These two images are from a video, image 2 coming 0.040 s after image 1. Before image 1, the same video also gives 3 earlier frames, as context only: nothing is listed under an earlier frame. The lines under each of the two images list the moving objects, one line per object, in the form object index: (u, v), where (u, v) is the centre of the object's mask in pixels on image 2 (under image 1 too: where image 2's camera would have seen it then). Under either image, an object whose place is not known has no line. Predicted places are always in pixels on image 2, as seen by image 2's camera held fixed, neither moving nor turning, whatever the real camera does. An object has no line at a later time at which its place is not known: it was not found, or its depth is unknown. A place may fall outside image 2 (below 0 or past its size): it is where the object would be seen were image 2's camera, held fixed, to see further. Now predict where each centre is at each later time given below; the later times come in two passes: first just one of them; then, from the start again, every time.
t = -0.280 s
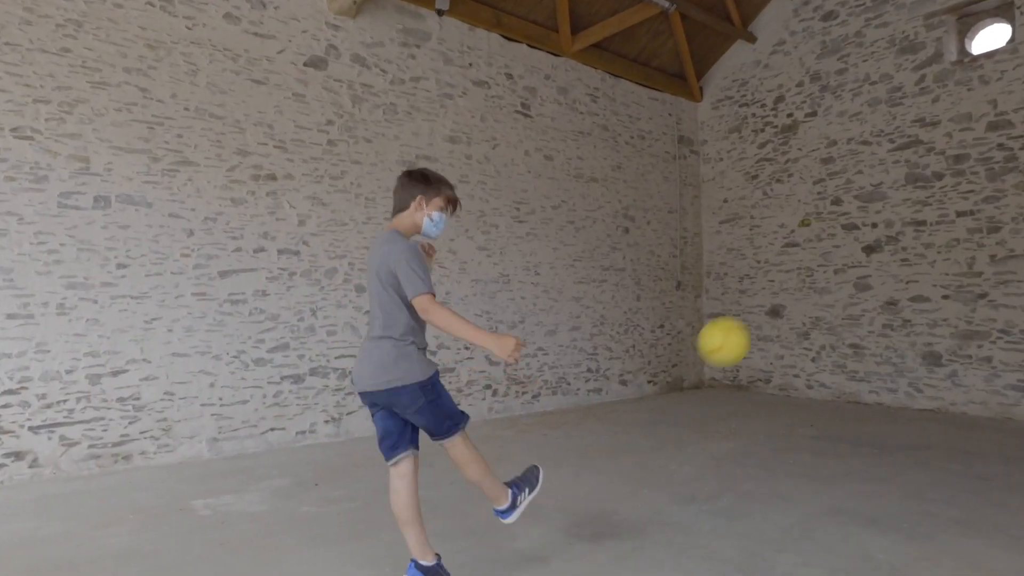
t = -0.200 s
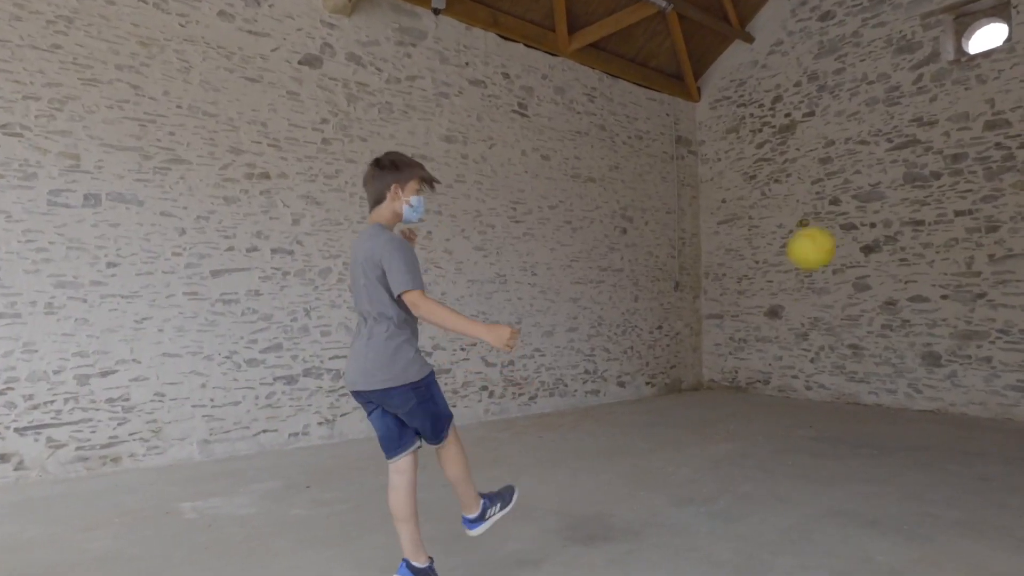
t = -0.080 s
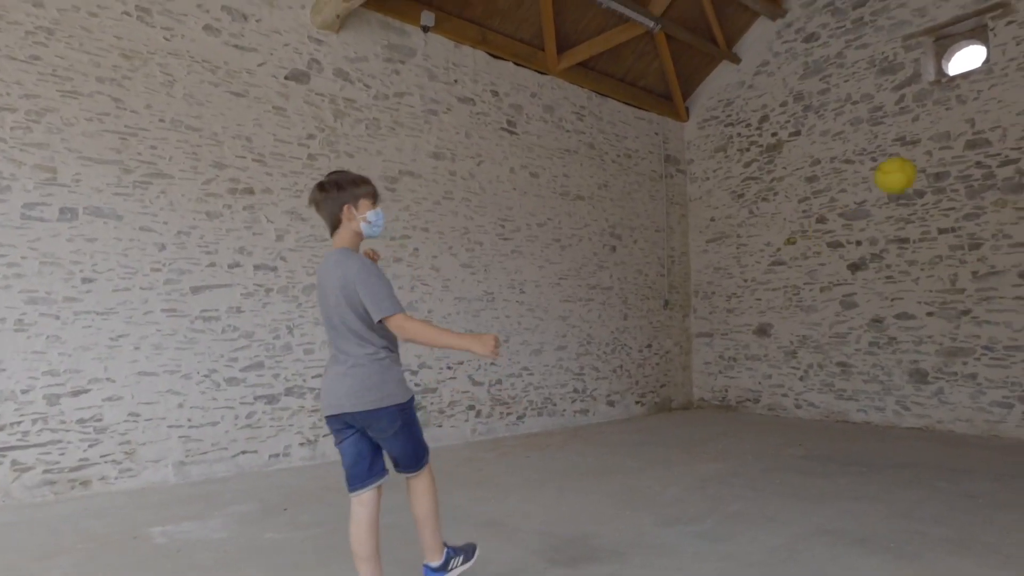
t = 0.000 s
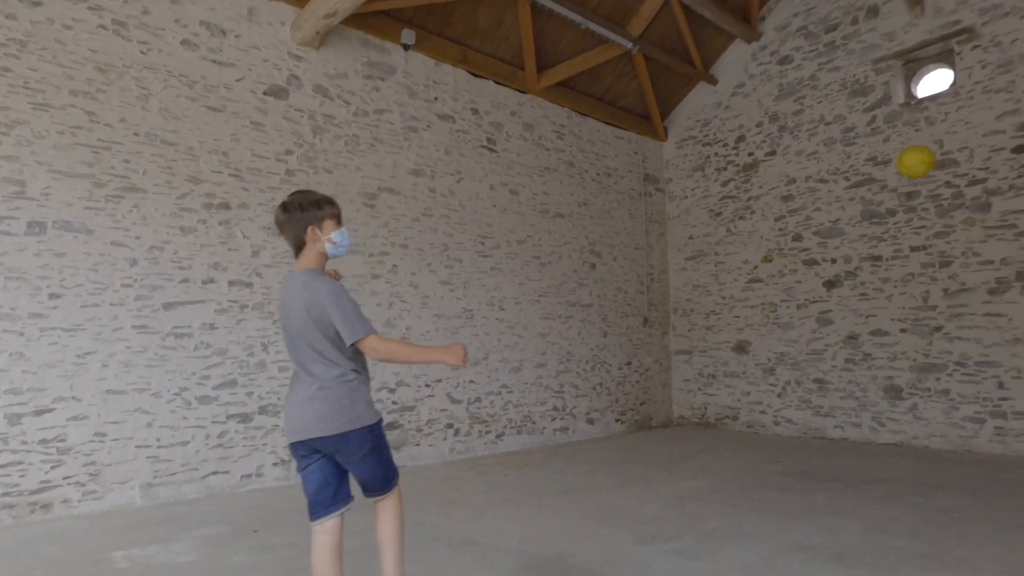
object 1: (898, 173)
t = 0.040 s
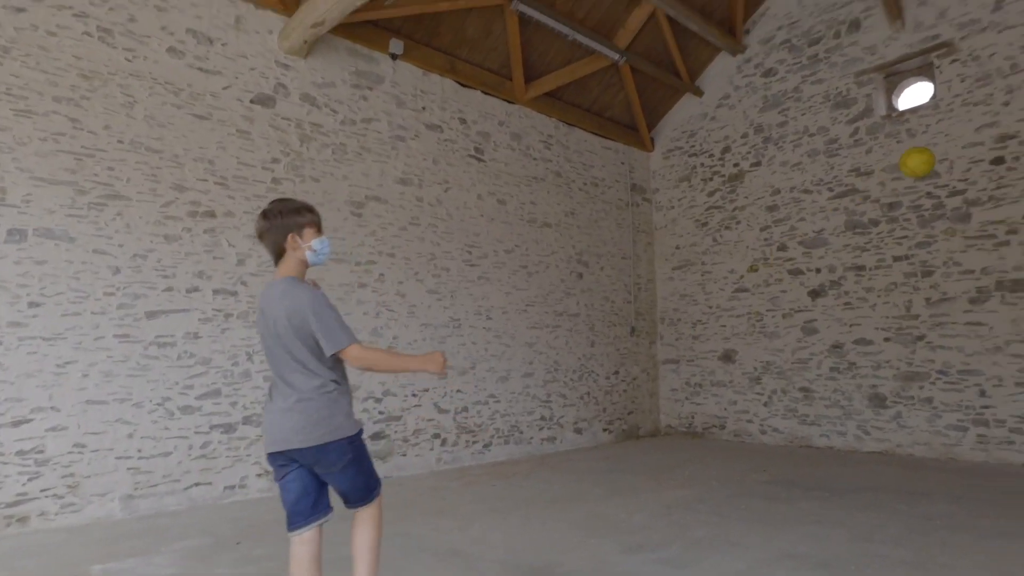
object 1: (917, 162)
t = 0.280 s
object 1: (1006, 153)
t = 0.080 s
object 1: (935, 155)
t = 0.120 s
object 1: (951, 151)
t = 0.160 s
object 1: (966, 148)
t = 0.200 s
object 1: (980, 148)
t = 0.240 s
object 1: (994, 149)
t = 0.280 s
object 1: (1006, 153)
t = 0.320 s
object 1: (1019, 157)
